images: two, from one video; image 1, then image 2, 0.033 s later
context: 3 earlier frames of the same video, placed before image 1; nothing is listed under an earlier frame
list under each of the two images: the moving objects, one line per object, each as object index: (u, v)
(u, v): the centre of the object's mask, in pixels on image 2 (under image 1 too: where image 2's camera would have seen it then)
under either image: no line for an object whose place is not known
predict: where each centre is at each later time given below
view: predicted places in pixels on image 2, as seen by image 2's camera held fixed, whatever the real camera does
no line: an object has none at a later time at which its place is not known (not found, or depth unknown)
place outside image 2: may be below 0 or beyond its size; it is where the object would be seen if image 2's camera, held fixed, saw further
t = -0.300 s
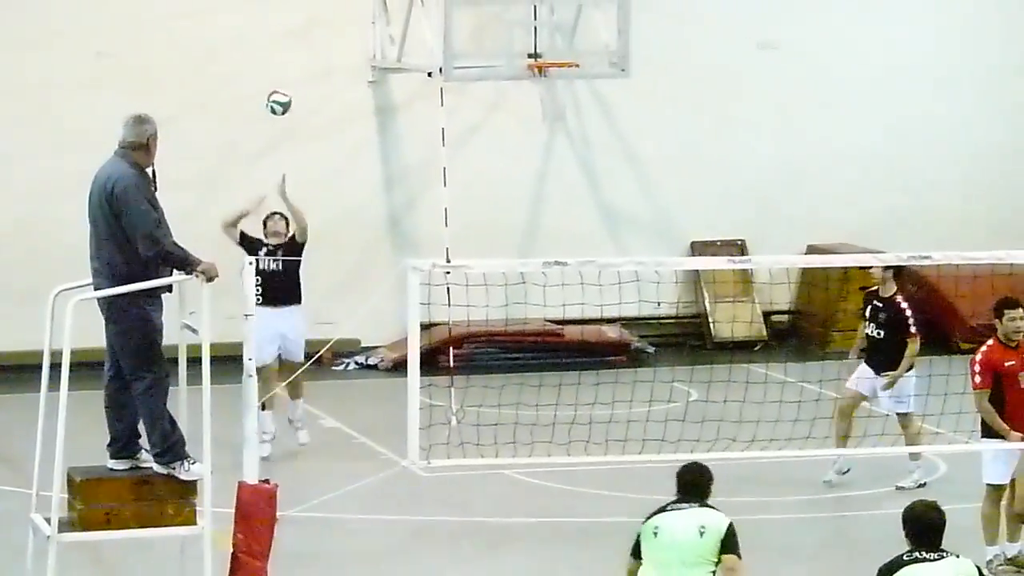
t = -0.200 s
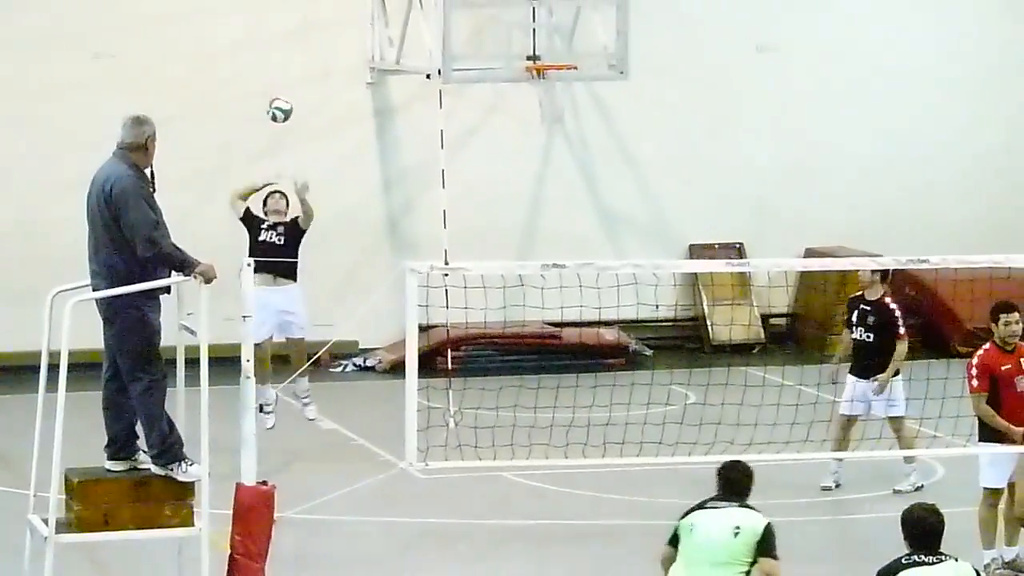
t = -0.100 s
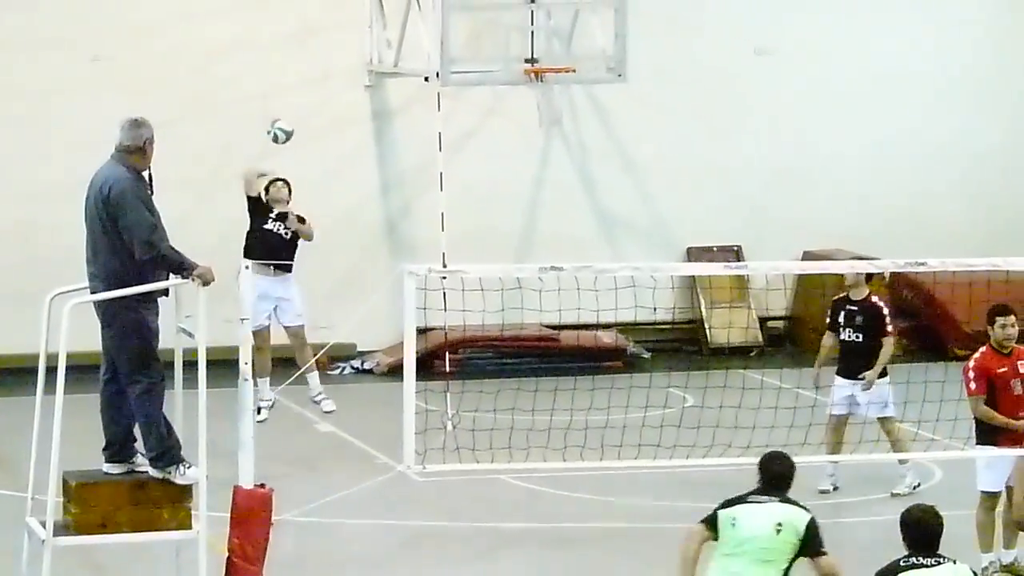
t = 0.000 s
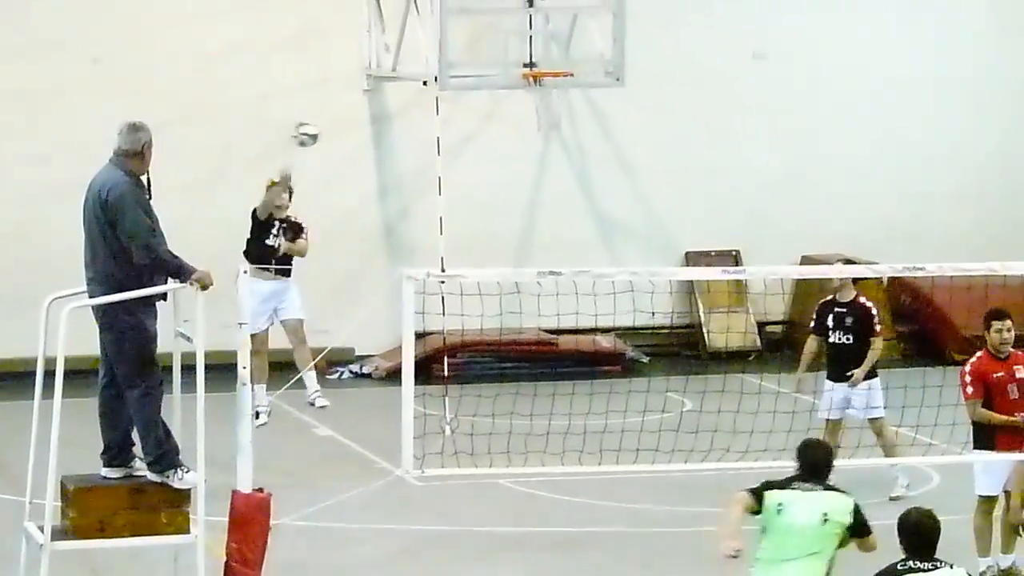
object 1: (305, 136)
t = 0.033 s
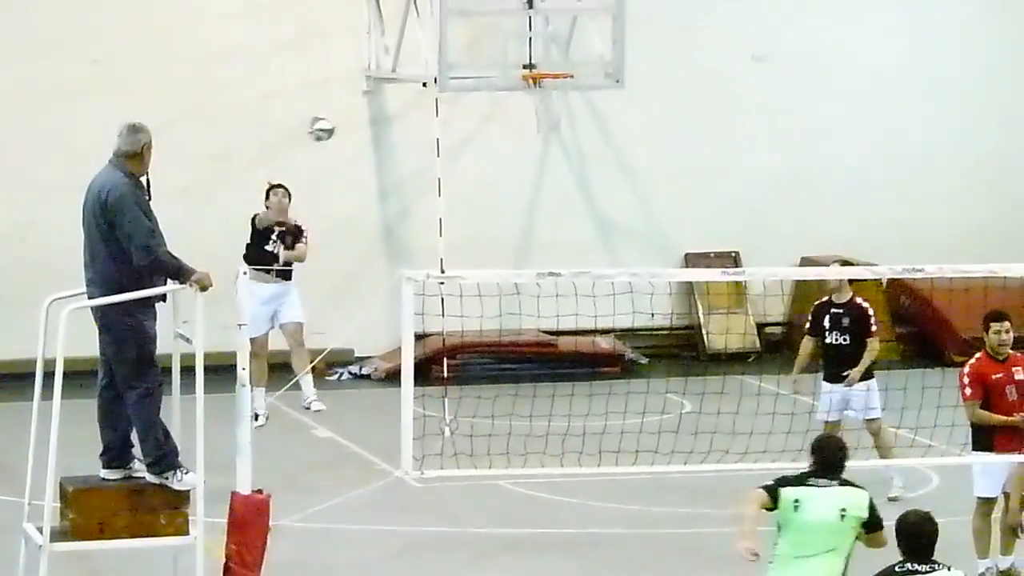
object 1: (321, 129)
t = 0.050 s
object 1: (329, 125)
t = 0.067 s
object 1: (338, 121)
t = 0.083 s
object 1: (348, 119)
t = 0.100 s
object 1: (357, 116)
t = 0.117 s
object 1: (366, 111)
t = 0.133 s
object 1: (375, 109)
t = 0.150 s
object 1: (385, 106)
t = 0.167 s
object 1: (395, 105)
